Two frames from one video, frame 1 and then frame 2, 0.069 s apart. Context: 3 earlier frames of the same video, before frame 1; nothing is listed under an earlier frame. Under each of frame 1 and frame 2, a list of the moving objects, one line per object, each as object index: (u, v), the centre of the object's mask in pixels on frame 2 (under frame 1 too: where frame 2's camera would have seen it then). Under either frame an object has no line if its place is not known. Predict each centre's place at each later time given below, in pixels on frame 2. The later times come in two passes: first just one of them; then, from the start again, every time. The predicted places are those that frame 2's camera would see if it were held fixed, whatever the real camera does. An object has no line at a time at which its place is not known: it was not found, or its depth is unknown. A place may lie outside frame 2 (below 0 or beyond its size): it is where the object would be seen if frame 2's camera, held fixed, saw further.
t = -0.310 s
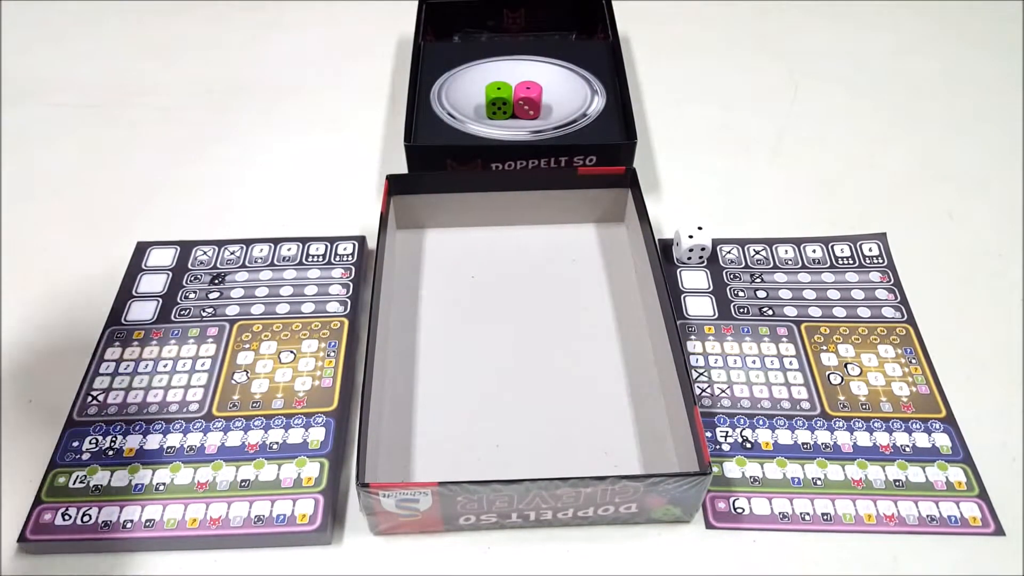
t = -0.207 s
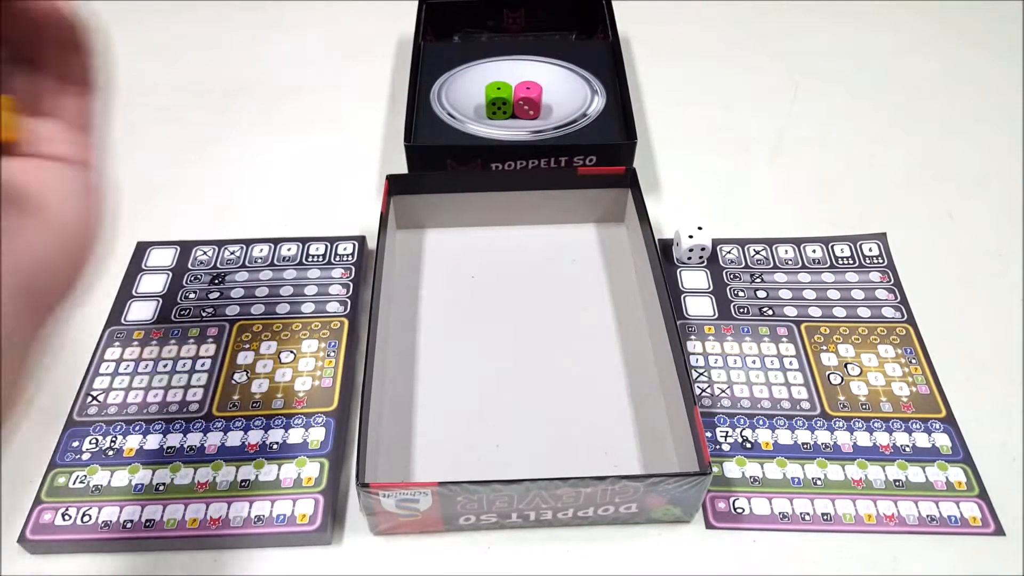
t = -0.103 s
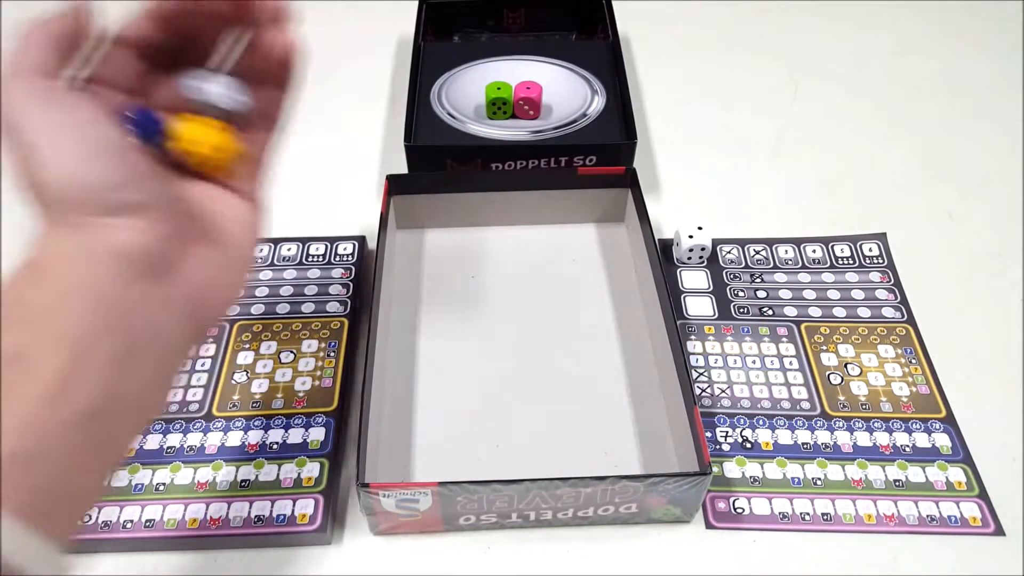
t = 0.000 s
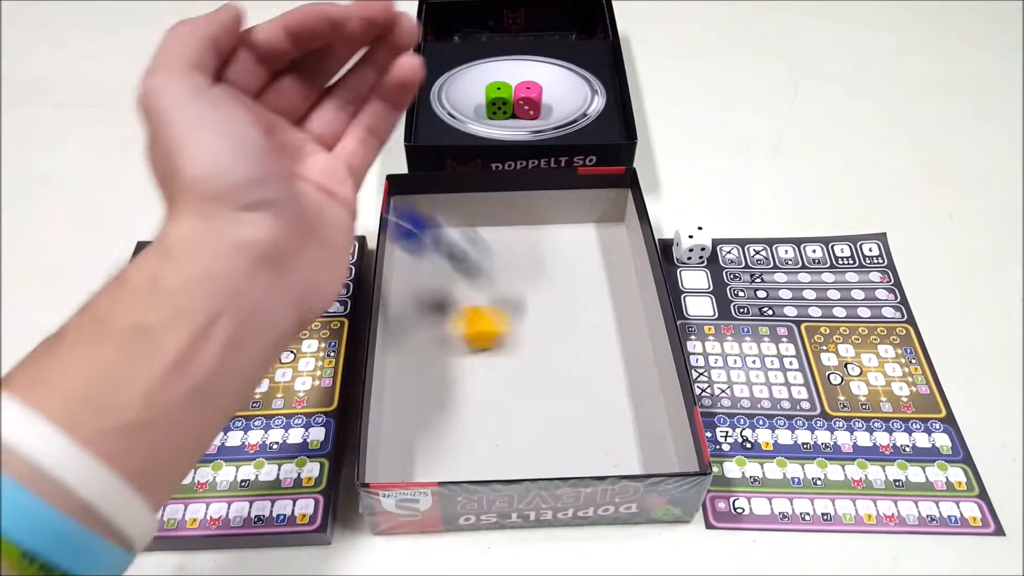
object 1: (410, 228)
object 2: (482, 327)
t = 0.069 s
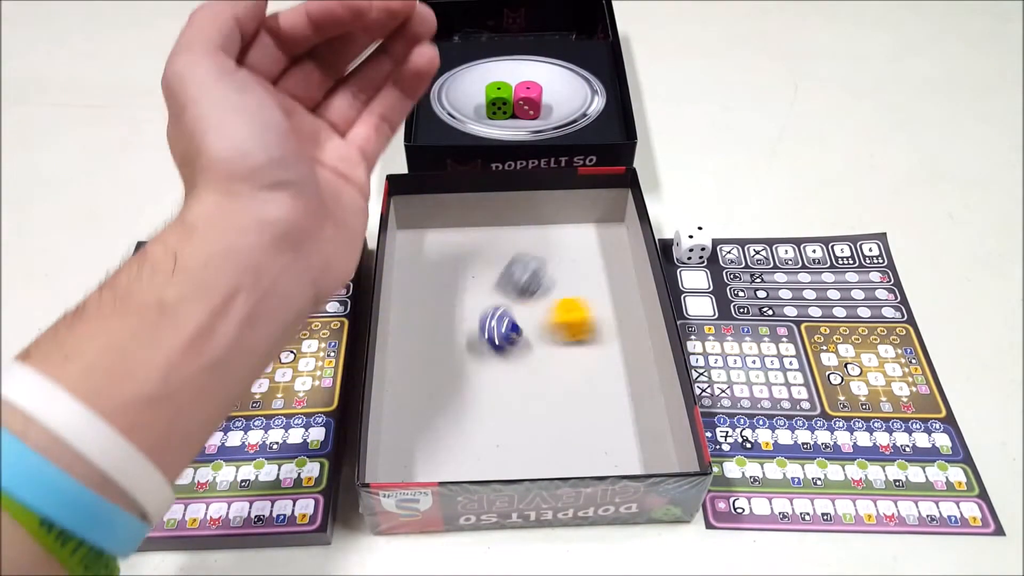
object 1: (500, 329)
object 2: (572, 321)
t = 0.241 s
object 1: (500, 444)
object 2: (590, 294)
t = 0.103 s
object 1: (503, 354)
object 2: (620, 317)
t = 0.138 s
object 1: (504, 373)
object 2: (621, 306)
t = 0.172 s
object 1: (505, 395)
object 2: (606, 302)
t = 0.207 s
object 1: (504, 419)
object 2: (595, 297)
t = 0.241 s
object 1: (500, 444)
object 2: (590, 294)
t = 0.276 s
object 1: (497, 463)
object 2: (584, 292)
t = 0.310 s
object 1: (496, 473)
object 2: (579, 292)
